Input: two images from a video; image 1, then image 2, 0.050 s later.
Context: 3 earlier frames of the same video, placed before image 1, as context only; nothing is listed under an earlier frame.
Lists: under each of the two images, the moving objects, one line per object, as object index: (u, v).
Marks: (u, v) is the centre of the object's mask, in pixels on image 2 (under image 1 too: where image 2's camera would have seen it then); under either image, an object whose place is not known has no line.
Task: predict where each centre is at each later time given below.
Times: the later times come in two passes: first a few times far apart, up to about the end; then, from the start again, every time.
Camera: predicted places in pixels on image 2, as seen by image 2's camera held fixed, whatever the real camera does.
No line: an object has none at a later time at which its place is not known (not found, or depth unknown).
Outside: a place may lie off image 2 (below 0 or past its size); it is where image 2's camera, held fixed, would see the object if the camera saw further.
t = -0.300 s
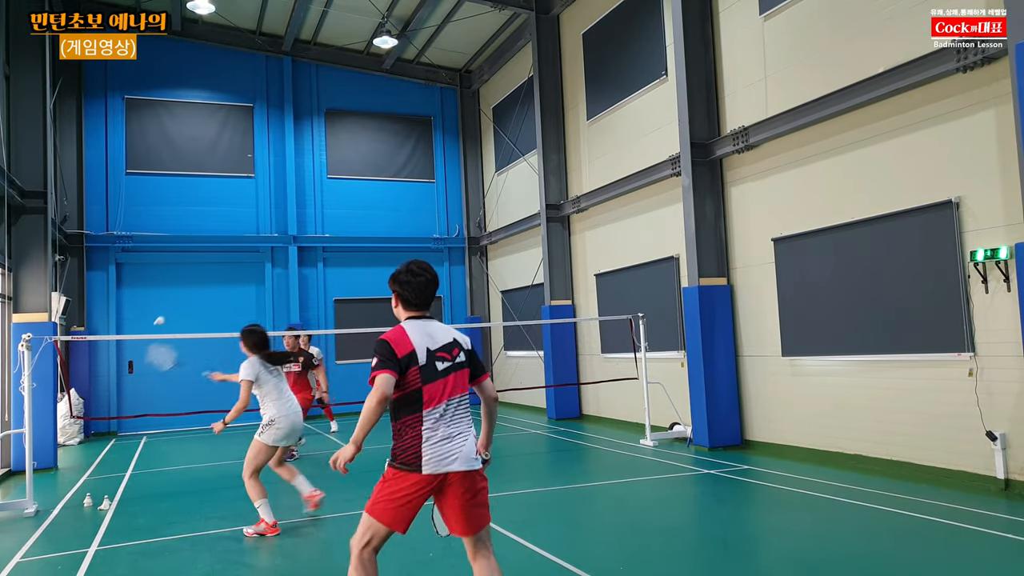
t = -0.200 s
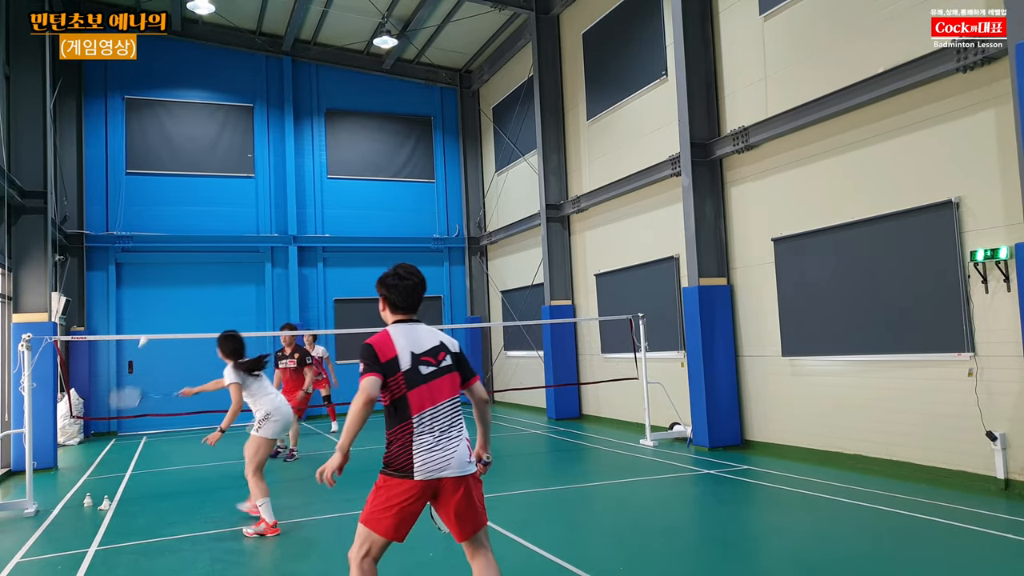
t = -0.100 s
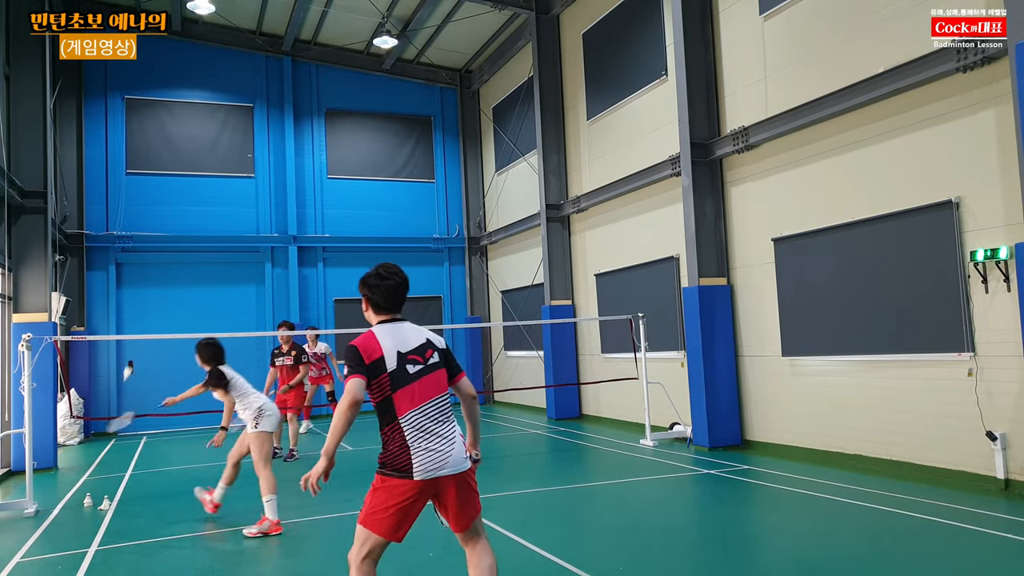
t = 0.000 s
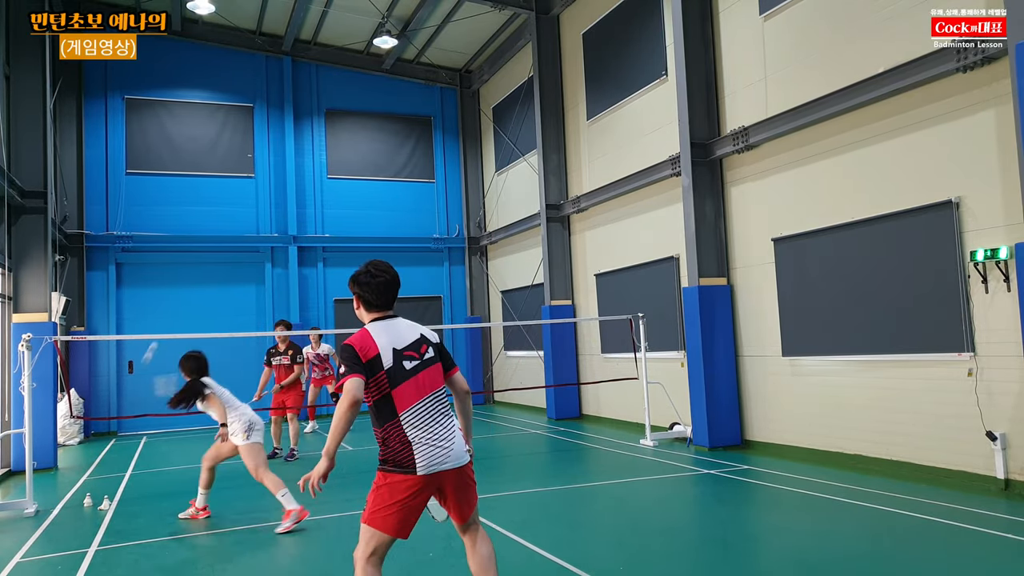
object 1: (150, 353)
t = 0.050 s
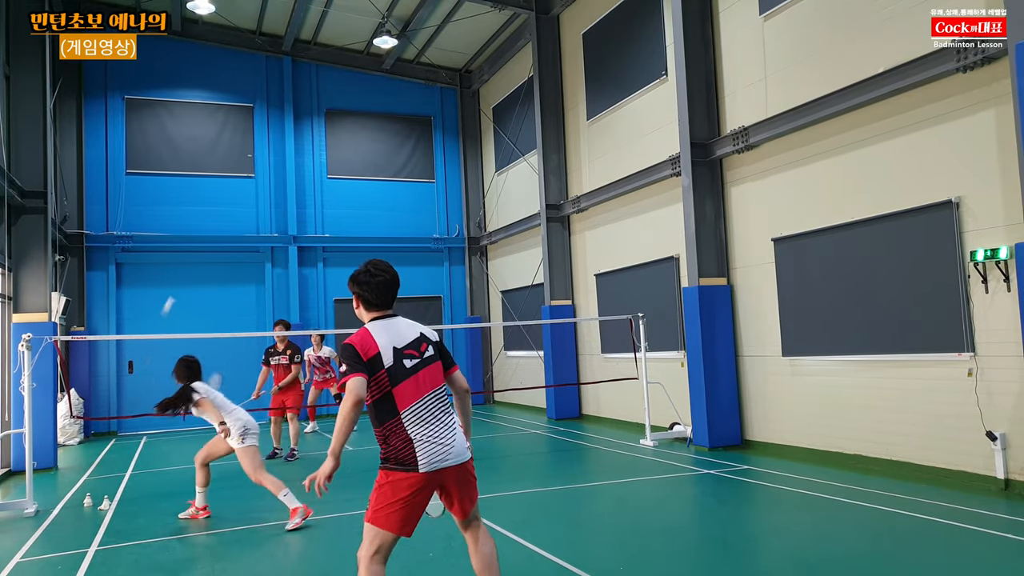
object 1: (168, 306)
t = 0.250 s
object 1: (205, 223)
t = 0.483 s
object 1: (243, 204)
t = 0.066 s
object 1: (172, 296)
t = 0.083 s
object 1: (176, 287)
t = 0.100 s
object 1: (177, 278)
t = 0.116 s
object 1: (180, 267)
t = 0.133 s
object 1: (185, 258)
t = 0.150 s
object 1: (190, 252)
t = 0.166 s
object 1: (194, 247)
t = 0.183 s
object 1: (197, 242)
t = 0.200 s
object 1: (198, 238)
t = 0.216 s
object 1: (200, 232)
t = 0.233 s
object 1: (202, 227)
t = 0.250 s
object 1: (205, 223)
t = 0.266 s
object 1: (208, 220)
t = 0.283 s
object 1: (212, 216)
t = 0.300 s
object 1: (215, 214)
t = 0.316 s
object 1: (217, 213)
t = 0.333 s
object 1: (220, 211)
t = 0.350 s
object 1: (223, 209)
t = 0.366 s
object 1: (226, 208)
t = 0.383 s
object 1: (228, 207)
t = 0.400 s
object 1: (231, 206)
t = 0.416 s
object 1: (233, 205)
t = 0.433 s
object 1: (235, 204)
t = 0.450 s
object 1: (238, 204)
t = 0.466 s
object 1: (241, 203)
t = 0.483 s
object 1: (243, 204)
